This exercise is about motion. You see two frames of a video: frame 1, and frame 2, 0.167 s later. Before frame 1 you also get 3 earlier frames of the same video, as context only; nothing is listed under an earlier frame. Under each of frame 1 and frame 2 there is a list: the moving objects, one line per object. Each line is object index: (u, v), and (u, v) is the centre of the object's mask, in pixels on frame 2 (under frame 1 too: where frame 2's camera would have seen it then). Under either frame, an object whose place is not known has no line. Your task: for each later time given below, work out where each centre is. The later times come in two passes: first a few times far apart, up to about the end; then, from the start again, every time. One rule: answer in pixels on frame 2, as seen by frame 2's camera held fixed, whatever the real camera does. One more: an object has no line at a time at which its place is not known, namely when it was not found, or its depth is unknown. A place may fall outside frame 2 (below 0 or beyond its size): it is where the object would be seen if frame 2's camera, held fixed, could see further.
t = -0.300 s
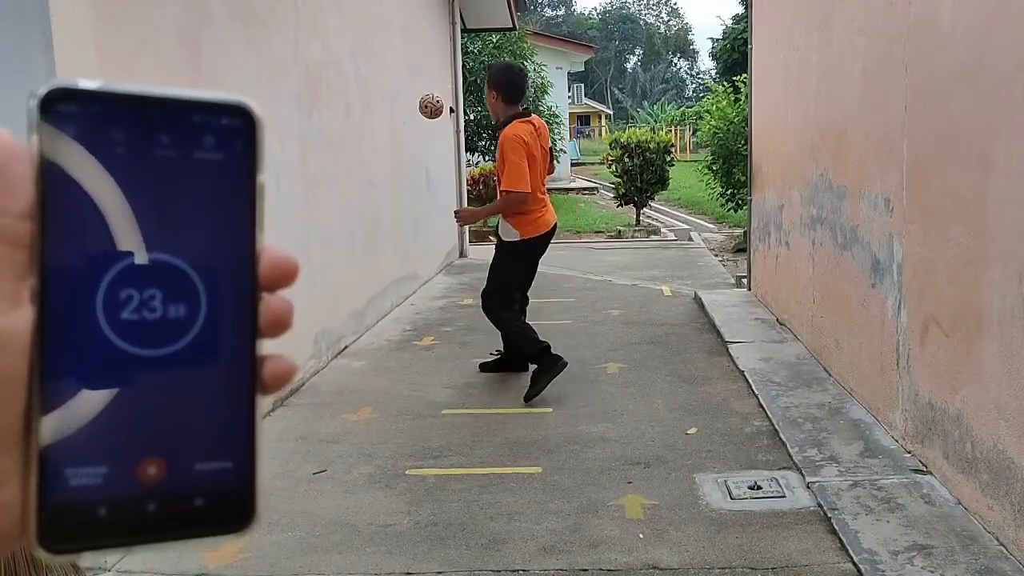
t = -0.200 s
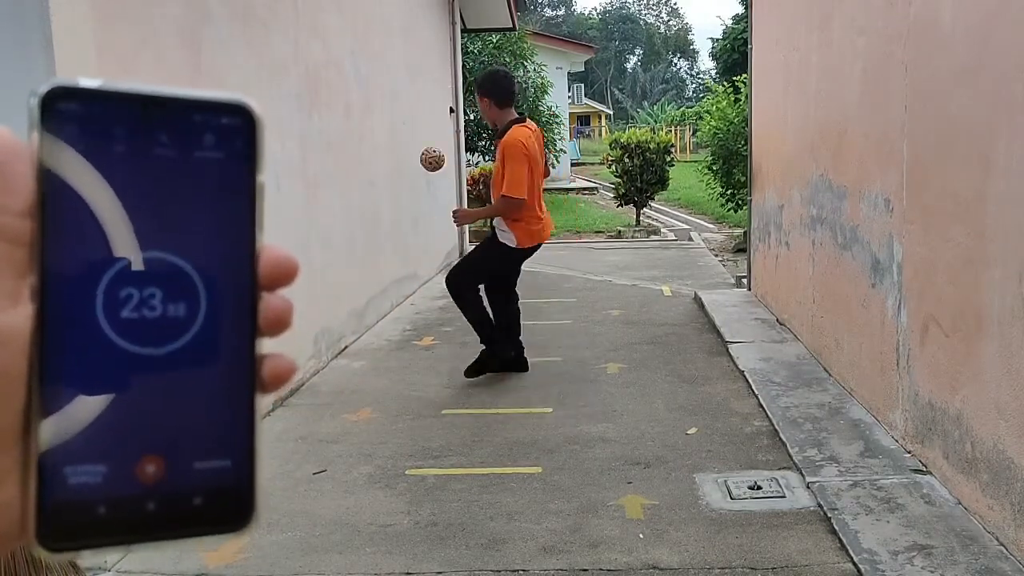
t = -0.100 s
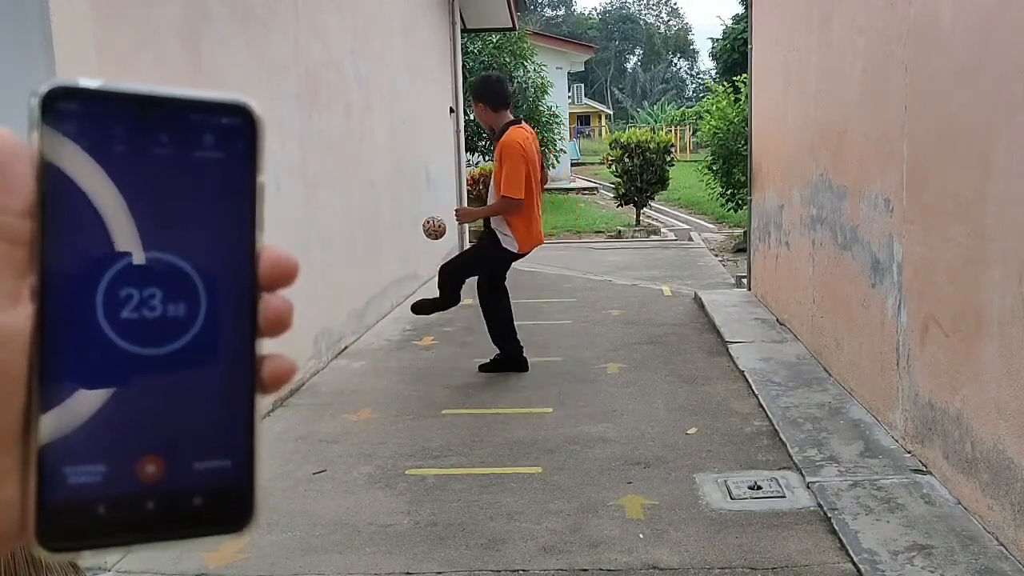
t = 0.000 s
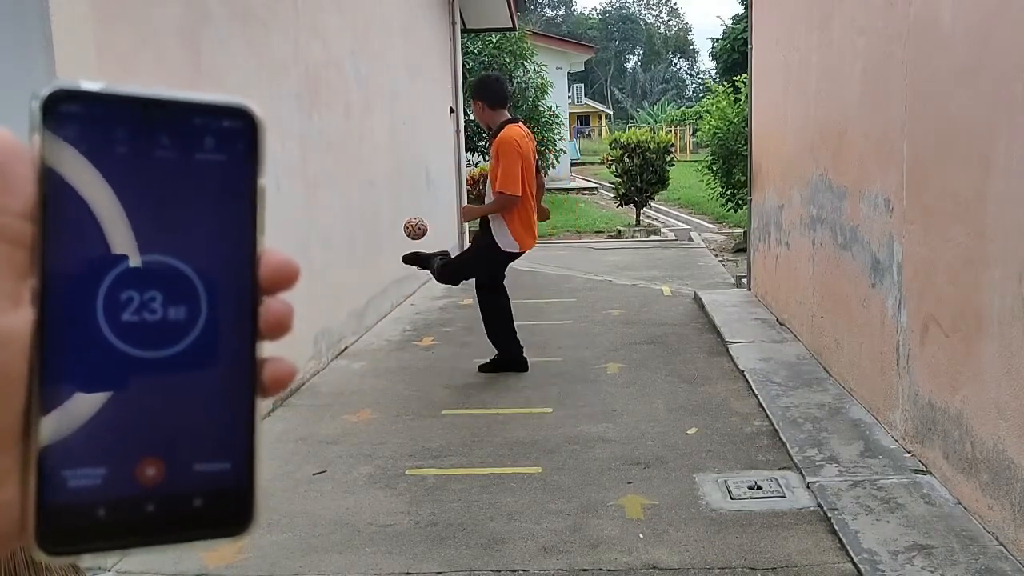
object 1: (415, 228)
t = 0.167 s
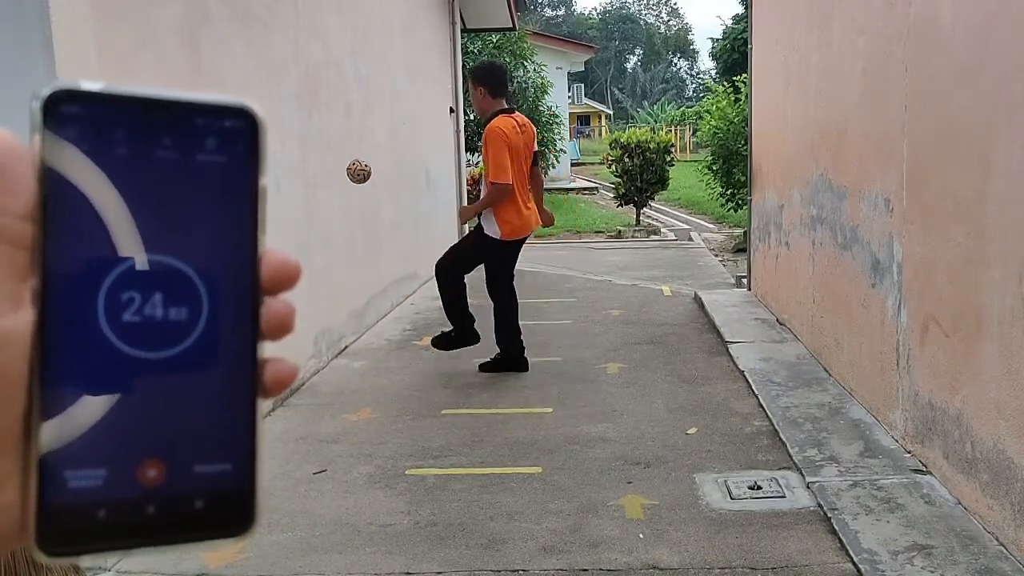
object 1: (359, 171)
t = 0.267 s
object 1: (325, 161)
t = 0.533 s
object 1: (350, 201)
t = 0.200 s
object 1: (347, 166)
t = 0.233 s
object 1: (336, 162)
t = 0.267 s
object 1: (325, 161)
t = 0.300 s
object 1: (313, 161)
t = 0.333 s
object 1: (309, 163)
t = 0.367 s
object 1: (315, 163)
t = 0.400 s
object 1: (322, 167)
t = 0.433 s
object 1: (328, 172)
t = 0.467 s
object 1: (335, 180)
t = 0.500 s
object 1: (342, 189)
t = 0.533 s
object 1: (350, 201)
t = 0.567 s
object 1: (357, 215)
